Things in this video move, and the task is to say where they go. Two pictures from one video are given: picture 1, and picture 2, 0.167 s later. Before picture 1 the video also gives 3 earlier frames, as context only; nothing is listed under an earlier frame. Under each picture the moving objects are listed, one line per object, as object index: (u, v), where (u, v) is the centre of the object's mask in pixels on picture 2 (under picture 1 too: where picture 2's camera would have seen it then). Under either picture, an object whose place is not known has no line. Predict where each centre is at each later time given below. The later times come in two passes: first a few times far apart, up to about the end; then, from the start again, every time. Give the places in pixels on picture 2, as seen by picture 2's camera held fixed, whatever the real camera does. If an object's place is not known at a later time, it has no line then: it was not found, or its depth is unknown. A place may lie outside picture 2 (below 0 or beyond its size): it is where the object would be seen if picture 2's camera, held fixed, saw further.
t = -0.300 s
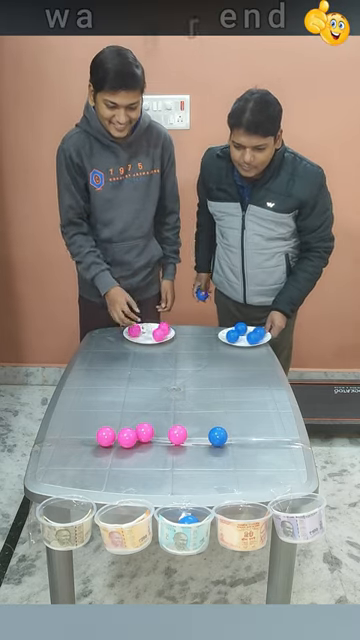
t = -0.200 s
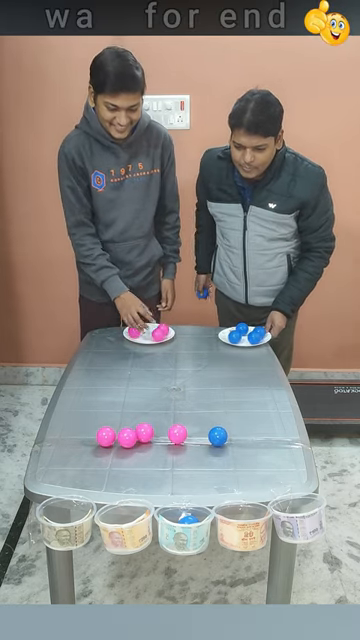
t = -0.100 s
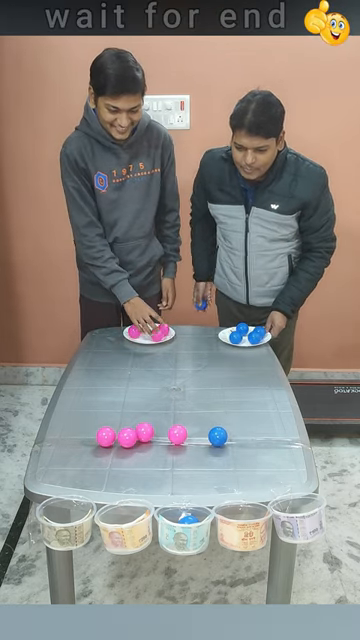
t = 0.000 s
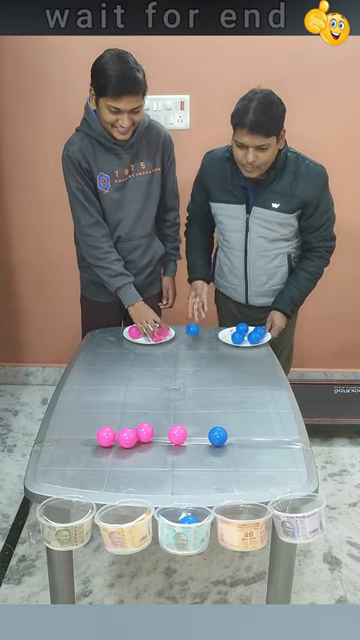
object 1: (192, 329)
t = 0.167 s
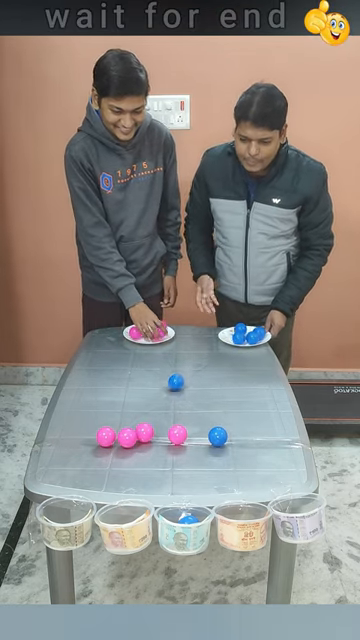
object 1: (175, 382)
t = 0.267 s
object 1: (165, 401)
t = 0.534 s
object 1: (161, 428)
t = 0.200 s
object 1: (173, 385)
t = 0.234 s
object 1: (169, 391)
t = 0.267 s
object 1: (165, 401)
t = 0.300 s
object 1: (161, 415)
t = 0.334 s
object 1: (159, 423)
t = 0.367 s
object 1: (163, 421)
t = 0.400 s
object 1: (164, 418)
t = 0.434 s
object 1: (165, 418)
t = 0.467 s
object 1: (163, 420)
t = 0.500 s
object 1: (161, 423)
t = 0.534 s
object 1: (161, 428)
